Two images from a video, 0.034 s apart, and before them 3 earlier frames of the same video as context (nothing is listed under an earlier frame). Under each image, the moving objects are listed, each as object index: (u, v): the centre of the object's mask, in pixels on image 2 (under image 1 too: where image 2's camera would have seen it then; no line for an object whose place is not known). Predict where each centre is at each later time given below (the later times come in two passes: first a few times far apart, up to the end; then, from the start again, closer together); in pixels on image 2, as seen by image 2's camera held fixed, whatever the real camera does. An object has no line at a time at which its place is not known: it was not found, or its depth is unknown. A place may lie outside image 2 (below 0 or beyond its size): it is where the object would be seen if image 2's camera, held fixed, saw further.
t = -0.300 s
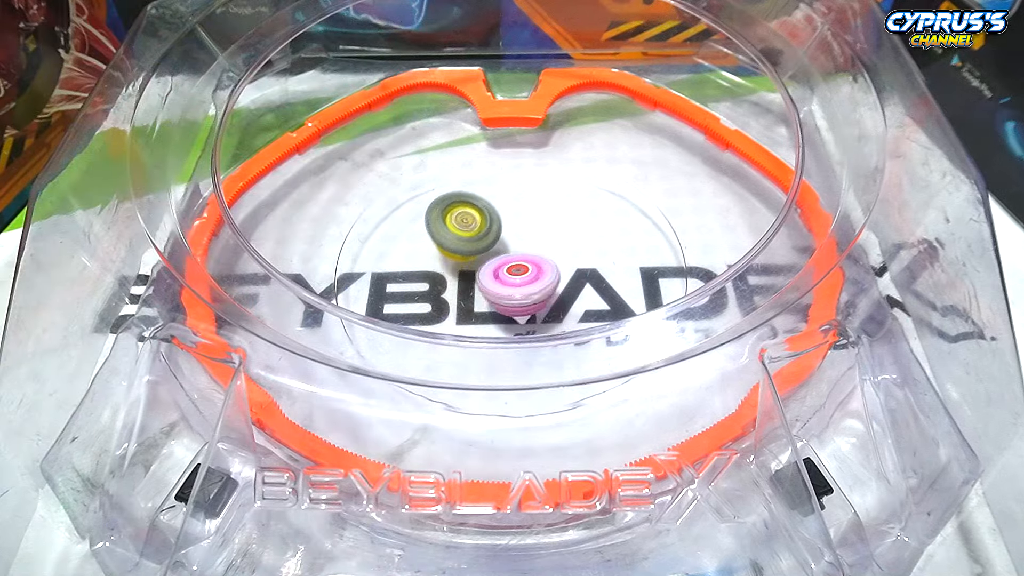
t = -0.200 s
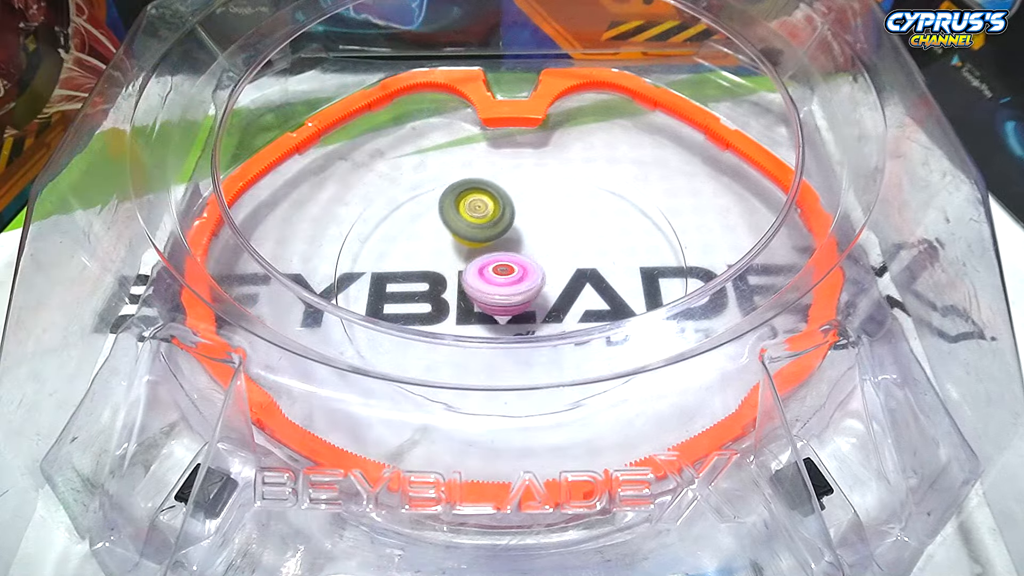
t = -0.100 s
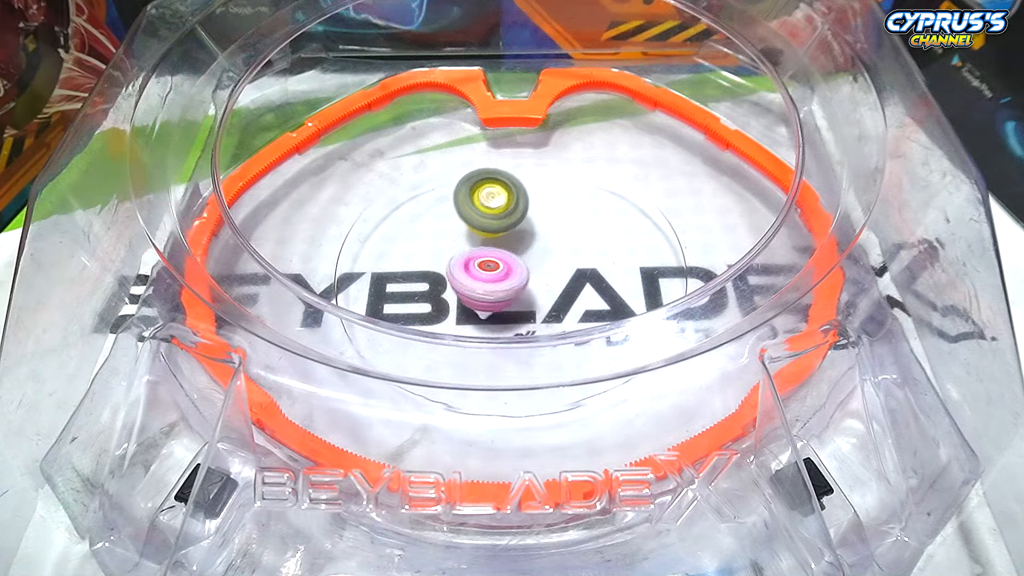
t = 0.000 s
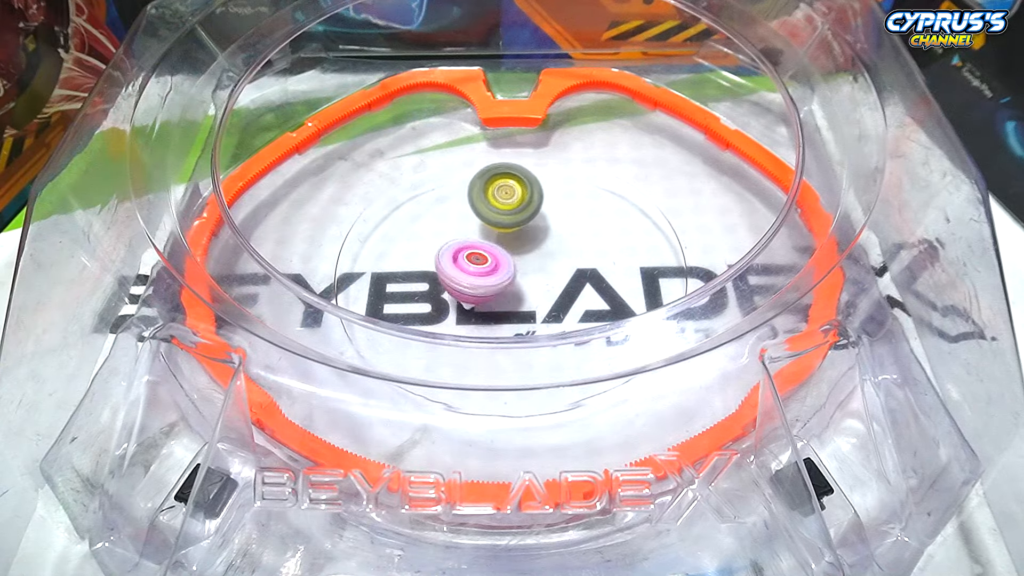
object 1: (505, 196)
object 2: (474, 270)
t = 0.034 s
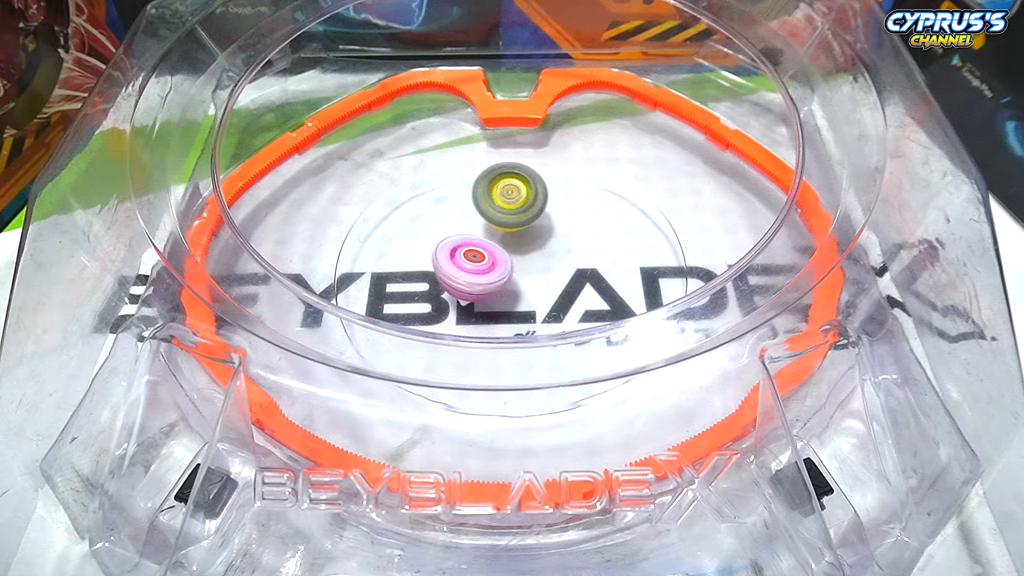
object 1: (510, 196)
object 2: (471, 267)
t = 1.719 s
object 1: (446, 296)
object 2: (499, 208)
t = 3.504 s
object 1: (544, 290)
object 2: (486, 223)
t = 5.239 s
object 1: (571, 238)
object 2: (497, 221)
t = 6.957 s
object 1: (401, 168)
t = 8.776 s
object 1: (599, 227)
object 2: (258, 226)
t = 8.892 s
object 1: (595, 218)
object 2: (260, 223)
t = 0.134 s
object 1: (523, 197)
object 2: (465, 257)
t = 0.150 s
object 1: (525, 197)
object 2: (465, 255)
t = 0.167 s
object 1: (527, 198)
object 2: (464, 253)
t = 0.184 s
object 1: (529, 199)
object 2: (464, 251)
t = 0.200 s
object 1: (531, 199)
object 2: (464, 249)
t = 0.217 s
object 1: (533, 200)
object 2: (465, 247)
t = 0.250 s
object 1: (536, 202)
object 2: (465, 243)
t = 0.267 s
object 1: (538, 203)
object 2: (465, 241)
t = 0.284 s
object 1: (540, 204)
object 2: (466, 240)
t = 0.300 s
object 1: (542, 206)
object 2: (467, 238)
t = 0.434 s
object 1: (562, 219)
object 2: (471, 225)
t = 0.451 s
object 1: (566, 221)
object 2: (471, 224)
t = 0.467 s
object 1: (569, 223)
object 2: (472, 224)
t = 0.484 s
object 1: (572, 224)
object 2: (473, 223)
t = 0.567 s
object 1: (583, 235)
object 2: (478, 221)
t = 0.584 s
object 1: (585, 237)
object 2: (481, 221)
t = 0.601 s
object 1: (586, 239)
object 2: (481, 220)
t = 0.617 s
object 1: (587, 241)
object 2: (484, 221)
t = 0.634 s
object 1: (588, 243)
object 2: (484, 220)
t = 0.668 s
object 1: (589, 248)
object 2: (488, 220)
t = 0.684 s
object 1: (590, 250)
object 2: (490, 221)
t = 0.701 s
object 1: (590, 252)
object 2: (492, 220)
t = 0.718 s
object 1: (590, 254)
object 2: (494, 222)
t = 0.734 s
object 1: (590, 256)
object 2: (496, 222)
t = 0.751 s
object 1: (590, 258)
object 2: (497, 222)
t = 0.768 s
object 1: (589, 261)
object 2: (500, 223)
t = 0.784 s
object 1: (589, 262)
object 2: (501, 223)
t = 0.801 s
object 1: (588, 264)
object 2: (504, 225)
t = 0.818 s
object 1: (587, 266)
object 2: (505, 225)
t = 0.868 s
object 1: (584, 272)
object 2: (512, 229)
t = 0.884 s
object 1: (583, 274)
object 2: (513, 230)
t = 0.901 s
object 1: (581, 276)
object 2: (515, 232)
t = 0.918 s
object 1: (579, 278)
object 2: (517, 234)
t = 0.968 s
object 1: (575, 286)
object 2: (516, 233)
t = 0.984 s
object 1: (573, 288)
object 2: (517, 232)
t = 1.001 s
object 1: (570, 290)
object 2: (516, 234)
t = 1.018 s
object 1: (568, 292)
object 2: (517, 235)
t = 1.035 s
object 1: (566, 294)
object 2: (517, 236)
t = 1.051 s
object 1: (563, 295)
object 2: (517, 236)
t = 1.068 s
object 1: (560, 297)
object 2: (517, 237)
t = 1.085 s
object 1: (558, 298)
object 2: (517, 238)
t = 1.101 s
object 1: (554, 299)
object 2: (516, 239)
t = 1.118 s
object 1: (551, 300)
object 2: (516, 240)
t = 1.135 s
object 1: (548, 301)
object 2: (516, 241)
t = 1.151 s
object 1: (544, 301)
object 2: (515, 242)
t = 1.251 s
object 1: (523, 305)
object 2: (511, 244)
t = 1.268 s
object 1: (519, 306)
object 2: (511, 244)
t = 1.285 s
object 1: (516, 305)
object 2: (510, 245)
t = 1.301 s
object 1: (512, 305)
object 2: (510, 245)
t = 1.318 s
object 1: (508, 308)
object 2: (509, 242)
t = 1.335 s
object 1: (503, 310)
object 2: (510, 235)
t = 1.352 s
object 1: (499, 313)
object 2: (510, 230)
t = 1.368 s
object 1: (494, 313)
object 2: (512, 225)
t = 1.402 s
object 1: (486, 314)
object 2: (514, 219)
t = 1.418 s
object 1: (482, 314)
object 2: (513, 218)
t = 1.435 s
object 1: (479, 314)
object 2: (513, 216)
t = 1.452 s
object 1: (476, 314)
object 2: (511, 215)
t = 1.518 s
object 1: (466, 311)
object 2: (507, 211)
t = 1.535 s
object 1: (464, 311)
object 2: (505, 211)
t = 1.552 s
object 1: (461, 310)
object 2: (505, 210)
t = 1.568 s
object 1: (460, 309)
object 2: (503, 210)
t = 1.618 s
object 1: (454, 305)
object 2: (502, 209)
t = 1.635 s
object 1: (453, 304)
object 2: (500, 208)
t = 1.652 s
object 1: (451, 303)
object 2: (501, 208)
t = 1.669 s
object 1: (450, 301)
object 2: (499, 208)
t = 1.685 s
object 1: (449, 300)
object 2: (500, 208)
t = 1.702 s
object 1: (448, 298)
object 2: (498, 208)
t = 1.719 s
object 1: (446, 296)
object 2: (499, 208)
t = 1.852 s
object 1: (441, 270)
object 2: (496, 212)
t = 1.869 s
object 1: (441, 266)
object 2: (496, 212)
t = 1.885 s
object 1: (440, 262)
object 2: (496, 213)
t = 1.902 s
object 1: (438, 260)
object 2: (498, 211)
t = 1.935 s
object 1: (435, 255)
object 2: (505, 208)
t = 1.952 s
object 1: (434, 252)
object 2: (507, 208)
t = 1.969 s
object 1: (434, 249)
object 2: (509, 208)
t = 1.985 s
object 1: (434, 247)
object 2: (511, 209)
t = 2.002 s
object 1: (435, 244)
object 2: (512, 209)
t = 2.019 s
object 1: (436, 241)
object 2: (513, 210)
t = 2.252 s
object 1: (447, 213)
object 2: (537, 227)
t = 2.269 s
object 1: (448, 211)
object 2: (540, 230)
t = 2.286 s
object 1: (450, 210)
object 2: (541, 232)
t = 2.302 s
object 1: (451, 209)
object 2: (543, 234)
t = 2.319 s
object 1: (453, 209)
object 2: (543, 235)
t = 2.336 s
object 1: (455, 208)
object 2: (546, 238)
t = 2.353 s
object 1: (456, 207)
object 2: (546, 240)
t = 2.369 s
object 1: (459, 207)
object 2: (549, 242)
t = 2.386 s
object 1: (461, 206)
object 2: (549, 244)
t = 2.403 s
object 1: (463, 206)
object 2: (551, 247)
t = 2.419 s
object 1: (465, 206)
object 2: (550, 249)
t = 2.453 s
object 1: (470, 205)
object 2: (551, 253)
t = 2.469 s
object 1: (473, 205)
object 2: (552, 256)
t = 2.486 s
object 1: (476, 205)
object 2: (551, 258)
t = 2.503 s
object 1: (479, 206)
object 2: (552, 261)
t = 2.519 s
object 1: (482, 206)
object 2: (550, 263)
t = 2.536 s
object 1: (485, 206)
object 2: (550, 265)
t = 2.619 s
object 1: (502, 209)
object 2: (543, 276)
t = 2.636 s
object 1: (505, 210)
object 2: (542, 278)
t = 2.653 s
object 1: (509, 210)
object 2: (539, 280)
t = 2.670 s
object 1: (513, 211)
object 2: (538, 281)
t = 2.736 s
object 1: (528, 216)
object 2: (528, 287)
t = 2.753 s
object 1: (532, 217)
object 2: (525, 289)
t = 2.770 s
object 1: (535, 218)
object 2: (523, 289)
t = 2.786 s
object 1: (539, 220)
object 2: (519, 291)
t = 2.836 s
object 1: (548, 225)
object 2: (510, 291)
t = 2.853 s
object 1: (551, 227)
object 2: (506, 292)
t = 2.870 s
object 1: (554, 228)
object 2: (504, 291)
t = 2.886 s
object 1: (557, 230)
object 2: (500, 291)
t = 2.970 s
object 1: (569, 240)
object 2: (487, 287)
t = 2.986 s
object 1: (571, 242)
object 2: (484, 286)
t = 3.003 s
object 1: (572, 244)
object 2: (482, 284)
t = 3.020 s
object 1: (574, 246)
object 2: (479, 283)
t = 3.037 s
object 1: (575, 248)
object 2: (477, 281)
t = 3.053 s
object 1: (576, 250)
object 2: (475, 279)
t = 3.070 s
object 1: (576, 251)
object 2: (473, 278)
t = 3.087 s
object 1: (577, 253)
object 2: (471, 276)
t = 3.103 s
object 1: (578, 255)
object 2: (470, 273)
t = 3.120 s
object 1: (578, 257)
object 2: (468, 271)
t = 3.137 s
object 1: (578, 259)
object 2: (467, 269)
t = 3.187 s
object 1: (578, 264)
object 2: (465, 262)
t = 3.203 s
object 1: (577, 266)
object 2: (465, 260)
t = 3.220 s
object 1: (577, 267)
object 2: (464, 258)
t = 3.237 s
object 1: (576, 269)
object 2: (465, 255)
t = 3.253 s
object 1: (575, 271)
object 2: (465, 253)
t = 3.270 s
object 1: (574, 272)
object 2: (465, 251)
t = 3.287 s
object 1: (572, 274)
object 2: (466, 249)
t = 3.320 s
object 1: (569, 277)
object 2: (467, 244)
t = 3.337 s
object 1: (568, 278)
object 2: (468, 241)
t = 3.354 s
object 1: (566, 280)
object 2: (469, 240)
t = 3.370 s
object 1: (564, 281)
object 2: (471, 237)
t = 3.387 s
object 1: (562, 282)
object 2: (472, 236)
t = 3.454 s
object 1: (553, 287)
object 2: (480, 229)
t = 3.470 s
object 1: (551, 288)
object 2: (482, 226)
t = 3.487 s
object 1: (548, 289)
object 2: (484, 225)
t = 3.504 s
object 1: (544, 290)
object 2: (486, 223)
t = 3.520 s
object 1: (542, 291)
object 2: (489, 223)
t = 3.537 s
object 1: (538, 291)
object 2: (491, 221)
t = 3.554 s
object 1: (535, 291)
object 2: (494, 221)
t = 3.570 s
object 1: (531, 291)
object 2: (496, 219)
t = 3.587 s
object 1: (528, 291)
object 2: (499, 219)
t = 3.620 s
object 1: (521, 291)
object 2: (505, 218)
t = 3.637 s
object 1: (517, 291)
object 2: (506, 217)
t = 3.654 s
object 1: (513, 291)
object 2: (510, 217)
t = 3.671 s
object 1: (509, 290)
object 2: (512, 217)
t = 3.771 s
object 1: (487, 284)
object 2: (528, 219)
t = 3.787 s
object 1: (483, 283)
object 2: (532, 220)
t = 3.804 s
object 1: (479, 282)
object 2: (533, 221)
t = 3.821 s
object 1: (476, 280)
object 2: (536, 222)
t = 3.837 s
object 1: (472, 278)
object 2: (538, 223)
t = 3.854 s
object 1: (469, 276)
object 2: (541, 224)
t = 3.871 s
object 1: (466, 275)
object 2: (541, 225)
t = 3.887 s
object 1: (463, 273)
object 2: (545, 227)
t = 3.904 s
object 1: (460, 272)
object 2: (545, 228)
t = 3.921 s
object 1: (458, 270)
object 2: (548, 230)
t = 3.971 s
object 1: (451, 265)
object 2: (551, 235)
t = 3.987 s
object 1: (450, 263)
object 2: (553, 237)
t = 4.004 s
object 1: (448, 261)
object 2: (553, 239)
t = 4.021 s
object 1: (447, 259)
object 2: (555, 241)
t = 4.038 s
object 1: (446, 258)
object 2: (554, 243)
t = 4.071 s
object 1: (444, 254)
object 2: (555, 248)
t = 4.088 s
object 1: (443, 252)
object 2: (555, 249)
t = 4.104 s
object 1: (442, 250)
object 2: (554, 252)
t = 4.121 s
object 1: (442, 248)
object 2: (555, 255)
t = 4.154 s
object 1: (442, 245)
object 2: (553, 259)
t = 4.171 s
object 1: (442, 243)
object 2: (551, 261)
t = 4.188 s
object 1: (442, 242)
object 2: (551, 264)
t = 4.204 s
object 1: (442, 240)
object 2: (549, 265)
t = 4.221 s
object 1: (443, 238)
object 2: (548, 267)
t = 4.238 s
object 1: (443, 237)
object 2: (546, 269)
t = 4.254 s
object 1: (444, 236)
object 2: (544, 271)
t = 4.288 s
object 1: (446, 232)
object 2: (540, 275)
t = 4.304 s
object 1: (447, 231)
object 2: (539, 276)
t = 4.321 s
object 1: (449, 230)
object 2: (536, 278)
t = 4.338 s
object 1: (450, 228)
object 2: (533, 278)
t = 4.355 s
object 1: (452, 227)
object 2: (530, 281)
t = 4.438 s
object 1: (462, 222)
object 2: (515, 283)
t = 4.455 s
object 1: (464, 221)
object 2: (511, 283)
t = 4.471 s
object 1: (466, 220)
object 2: (509, 284)
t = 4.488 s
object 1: (469, 220)
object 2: (505, 283)
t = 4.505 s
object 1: (471, 218)
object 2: (503, 283)
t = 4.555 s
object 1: (480, 216)
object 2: (494, 281)
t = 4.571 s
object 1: (483, 215)
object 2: (491, 281)
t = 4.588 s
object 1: (490, 201)
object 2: (482, 297)
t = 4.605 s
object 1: (496, 178)
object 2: (475, 311)
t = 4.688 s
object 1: (524, 111)
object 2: (437, 402)
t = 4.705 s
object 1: (528, 104)
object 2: (427, 419)
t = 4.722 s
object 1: (532, 102)
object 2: (419, 426)
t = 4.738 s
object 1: (535, 106)
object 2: (412, 430)
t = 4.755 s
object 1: (538, 113)
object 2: (412, 427)
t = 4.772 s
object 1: (542, 121)
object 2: (410, 421)
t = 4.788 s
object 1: (543, 124)
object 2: (411, 414)
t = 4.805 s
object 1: (545, 131)
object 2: (417, 390)
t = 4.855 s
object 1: (547, 150)
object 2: (423, 362)
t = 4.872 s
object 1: (548, 155)
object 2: (423, 353)
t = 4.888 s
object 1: (548, 160)
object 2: (427, 340)
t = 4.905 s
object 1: (548, 165)
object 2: (429, 334)
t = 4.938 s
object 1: (548, 173)
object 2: (437, 311)
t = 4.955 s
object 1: (549, 177)
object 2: (440, 305)
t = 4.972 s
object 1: (550, 180)
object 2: (444, 300)
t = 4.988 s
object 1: (551, 183)
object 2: (448, 292)
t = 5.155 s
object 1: (568, 217)
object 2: (484, 234)
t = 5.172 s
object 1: (570, 222)
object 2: (487, 231)
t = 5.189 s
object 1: (570, 226)
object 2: (490, 228)
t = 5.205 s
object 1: (571, 230)
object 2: (492, 226)
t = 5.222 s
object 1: (571, 234)
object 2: (495, 223)
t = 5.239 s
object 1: (571, 238)
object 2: (497, 221)
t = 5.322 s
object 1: (568, 261)
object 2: (509, 213)
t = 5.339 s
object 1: (567, 265)
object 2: (512, 213)
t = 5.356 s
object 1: (565, 270)
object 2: (514, 210)
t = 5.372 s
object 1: (564, 274)
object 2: (517, 210)
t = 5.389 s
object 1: (561, 278)
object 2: (519, 210)
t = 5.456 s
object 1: (550, 294)
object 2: (528, 207)
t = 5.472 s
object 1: (548, 297)
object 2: (529, 208)
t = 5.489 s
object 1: (544, 299)
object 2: (532, 207)
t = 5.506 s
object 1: (541, 302)
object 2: (534, 209)
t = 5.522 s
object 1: (537, 303)
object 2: (535, 209)
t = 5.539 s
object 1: (533, 305)
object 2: (538, 210)
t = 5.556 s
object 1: (530, 307)
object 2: (539, 211)
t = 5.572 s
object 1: (526, 308)
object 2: (542, 211)
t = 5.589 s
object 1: (521, 310)
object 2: (543, 213)
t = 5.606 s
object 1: (517, 311)
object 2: (545, 214)
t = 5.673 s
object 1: (502, 314)
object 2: (554, 223)
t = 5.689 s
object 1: (498, 314)
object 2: (557, 225)
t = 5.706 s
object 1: (494, 315)
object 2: (558, 229)
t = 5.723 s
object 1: (490, 315)
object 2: (561, 232)
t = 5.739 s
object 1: (486, 315)
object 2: (562, 235)
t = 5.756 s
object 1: (482, 314)
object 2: (563, 239)
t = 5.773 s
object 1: (477, 314)
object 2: (563, 242)
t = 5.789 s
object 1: (474, 313)
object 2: (563, 246)
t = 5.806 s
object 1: (470, 313)
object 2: (563, 250)
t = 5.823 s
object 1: (466, 312)
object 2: (563, 253)
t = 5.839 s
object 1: (463, 311)
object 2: (561, 257)
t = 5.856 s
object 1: (460, 309)
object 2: (560, 262)
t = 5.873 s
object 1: (457, 309)
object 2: (559, 267)
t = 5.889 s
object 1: (455, 308)
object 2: (557, 271)
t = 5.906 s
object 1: (453, 307)
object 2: (555, 274)
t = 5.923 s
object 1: (451, 305)
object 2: (551, 279)
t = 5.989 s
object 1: (441, 296)
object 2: (536, 290)
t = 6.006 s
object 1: (439, 293)
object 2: (530, 292)
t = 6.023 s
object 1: (438, 290)
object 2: (526, 294)
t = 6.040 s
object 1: (431, 286)
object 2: (526, 294)
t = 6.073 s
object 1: (404, 278)
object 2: (546, 292)
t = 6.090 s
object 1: (394, 274)
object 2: (553, 292)
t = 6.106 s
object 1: (385, 268)
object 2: (558, 288)
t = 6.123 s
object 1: (378, 265)
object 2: (565, 285)
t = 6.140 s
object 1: (374, 261)
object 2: (570, 285)
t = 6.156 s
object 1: (373, 258)
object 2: (573, 282)
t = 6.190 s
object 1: (372, 252)
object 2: (576, 279)
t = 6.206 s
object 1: (372, 249)
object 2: (577, 278)
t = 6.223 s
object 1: (371, 246)
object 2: (577, 275)
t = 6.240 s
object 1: (372, 243)
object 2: (576, 275)
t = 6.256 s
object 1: (373, 240)
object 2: (576, 273)
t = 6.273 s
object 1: (374, 237)
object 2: (575, 269)
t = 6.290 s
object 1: (375, 234)
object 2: (573, 268)
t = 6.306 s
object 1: (377, 232)
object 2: (572, 265)
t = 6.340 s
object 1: (382, 226)
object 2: (569, 260)
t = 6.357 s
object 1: (384, 224)
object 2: (569, 257)
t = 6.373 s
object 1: (388, 221)
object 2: (567, 253)
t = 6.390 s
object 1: (391, 219)
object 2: (567, 251)
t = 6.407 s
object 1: (395, 217)
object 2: (568, 248)
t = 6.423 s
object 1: (399, 215)
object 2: (567, 245)
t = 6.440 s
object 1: (403, 213)
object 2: (569, 242)
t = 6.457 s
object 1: (408, 211)
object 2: (569, 239)
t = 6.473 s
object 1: (412, 209)
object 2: (569, 237)
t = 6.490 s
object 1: (417, 208)
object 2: (571, 234)
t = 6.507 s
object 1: (422, 207)
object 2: (571, 232)
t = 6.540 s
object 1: (432, 205)
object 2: (574, 227)
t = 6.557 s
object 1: (438, 204)
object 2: (574, 225)
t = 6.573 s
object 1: (443, 203)
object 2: (576, 222)
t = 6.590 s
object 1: (449, 203)
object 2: (578, 222)
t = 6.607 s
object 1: (455, 203)
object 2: (578, 220)
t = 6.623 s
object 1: (460, 202)
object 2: (580, 218)
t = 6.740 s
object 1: (501, 204)
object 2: (585, 214)
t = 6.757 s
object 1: (506, 204)
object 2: (586, 213)
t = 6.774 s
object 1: (495, 199)
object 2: (606, 221)
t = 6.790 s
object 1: (478, 191)
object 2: (631, 229)
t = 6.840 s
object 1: (440, 176)
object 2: (701, 245)
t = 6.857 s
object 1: (430, 173)
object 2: (716, 248)
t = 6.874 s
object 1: (421, 171)
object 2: (739, 266)
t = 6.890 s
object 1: (414, 167)
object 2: (757, 270)
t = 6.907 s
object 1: (409, 167)
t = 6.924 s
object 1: (405, 166)
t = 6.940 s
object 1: (403, 167)
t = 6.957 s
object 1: (401, 168)
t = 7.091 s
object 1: (392, 196)
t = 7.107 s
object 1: (390, 200)
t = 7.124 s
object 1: (390, 204)
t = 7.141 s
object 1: (389, 208)
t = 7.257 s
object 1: (387, 238)
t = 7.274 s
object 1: (387, 243)
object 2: (700, 338)
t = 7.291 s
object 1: (388, 247)
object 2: (692, 347)
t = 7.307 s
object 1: (388, 251)
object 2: (685, 358)
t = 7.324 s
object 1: (389, 255)
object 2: (678, 363)
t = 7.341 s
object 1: (389, 259)
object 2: (672, 383)
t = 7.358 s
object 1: (391, 264)
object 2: (670, 385)
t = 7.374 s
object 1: (392, 268)
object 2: (662, 390)
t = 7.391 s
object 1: (393, 272)
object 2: (658, 396)
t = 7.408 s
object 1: (394, 276)
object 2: (653, 398)
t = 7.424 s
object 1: (395, 280)
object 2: (648, 401)
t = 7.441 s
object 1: (397, 284)
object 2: (642, 406)
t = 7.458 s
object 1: (398, 287)
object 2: (634, 410)
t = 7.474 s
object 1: (401, 290)
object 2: (626, 411)
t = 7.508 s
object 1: (404, 295)
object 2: (617, 417)
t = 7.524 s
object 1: (407, 297)
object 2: (607, 423)
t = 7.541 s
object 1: (409, 299)
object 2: (598, 422)
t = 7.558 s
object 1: (411, 300)
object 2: (586, 422)
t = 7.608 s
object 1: (420, 306)
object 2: (552, 423)
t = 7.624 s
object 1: (423, 308)
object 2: (540, 422)
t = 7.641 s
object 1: (424, 317)
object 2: (528, 422)
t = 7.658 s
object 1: (427, 319)
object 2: (516, 422)
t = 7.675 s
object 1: (429, 321)
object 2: (504, 423)
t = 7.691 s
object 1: (433, 323)
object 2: (490, 422)
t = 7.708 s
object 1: (436, 327)
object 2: (475, 424)
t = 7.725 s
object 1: (439, 328)
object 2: (463, 428)
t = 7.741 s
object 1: (443, 330)
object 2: (450, 428)
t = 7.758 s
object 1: (446, 331)
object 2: (436, 422)
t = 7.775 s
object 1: (450, 329)
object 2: (424, 421)
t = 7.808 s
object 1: (458, 330)
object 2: (406, 418)
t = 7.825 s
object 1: (462, 331)
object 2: (399, 413)
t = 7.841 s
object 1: (465, 331)
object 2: (392, 410)
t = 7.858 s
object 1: (468, 331)
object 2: (386, 406)
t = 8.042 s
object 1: (507, 326)
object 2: (326, 342)
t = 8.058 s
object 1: (510, 324)
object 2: (323, 335)
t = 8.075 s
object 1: (514, 324)
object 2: (321, 331)
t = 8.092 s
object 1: (517, 316)
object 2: (318, 326)
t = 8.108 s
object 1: (520, 315)
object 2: (316, 323)
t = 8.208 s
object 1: (541, 307)
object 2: (291, 293)
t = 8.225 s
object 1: (545, 306)
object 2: (288, 290)
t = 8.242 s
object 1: (548, 304)
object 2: (283, 283)
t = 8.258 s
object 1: (551, 303)
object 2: (281, 279)
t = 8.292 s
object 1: (558, 299)
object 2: (278, 270)
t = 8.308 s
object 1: (560, 297)
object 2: (277, 267)
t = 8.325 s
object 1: (564, 295)
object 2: (277, 264)
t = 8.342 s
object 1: (566, 293)
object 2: (277, 261)
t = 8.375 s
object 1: (571, 287)
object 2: (276, 255)
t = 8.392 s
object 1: (573, 285)
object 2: (275, 252)
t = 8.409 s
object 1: (576, 282)
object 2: (274, 249)
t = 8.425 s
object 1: (578, 279)
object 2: (272, 248)
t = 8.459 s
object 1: (582, 273)
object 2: (269, 245)
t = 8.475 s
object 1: (584, 271)
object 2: (266, 243)
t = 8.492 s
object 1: (586, 268)
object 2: (265, 240)
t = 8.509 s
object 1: (588, 265)
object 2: (264, 238)
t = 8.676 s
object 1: (598, 239)
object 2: (260, 229)
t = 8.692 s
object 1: (599, 237)
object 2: (259, 229)
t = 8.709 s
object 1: (599, 234)
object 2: (259, 228)
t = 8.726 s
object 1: (599, 232)
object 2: (259, 228)
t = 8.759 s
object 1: (599, 229)
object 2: (258, 227)
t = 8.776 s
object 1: (599, 227)
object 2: (258, 226)
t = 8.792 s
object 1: (599, 225)
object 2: (258, 226)
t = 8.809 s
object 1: (599, 224)
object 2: (257, 225)
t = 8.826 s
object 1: (598, 222)
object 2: (257, 224)
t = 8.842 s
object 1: (597, 221)
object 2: (257, 224)
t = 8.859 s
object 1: (597, 220)
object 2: (257, 224)
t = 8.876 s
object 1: (596, 219)
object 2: (258, 224)
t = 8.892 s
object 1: (595, 218)
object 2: (260, 223)
